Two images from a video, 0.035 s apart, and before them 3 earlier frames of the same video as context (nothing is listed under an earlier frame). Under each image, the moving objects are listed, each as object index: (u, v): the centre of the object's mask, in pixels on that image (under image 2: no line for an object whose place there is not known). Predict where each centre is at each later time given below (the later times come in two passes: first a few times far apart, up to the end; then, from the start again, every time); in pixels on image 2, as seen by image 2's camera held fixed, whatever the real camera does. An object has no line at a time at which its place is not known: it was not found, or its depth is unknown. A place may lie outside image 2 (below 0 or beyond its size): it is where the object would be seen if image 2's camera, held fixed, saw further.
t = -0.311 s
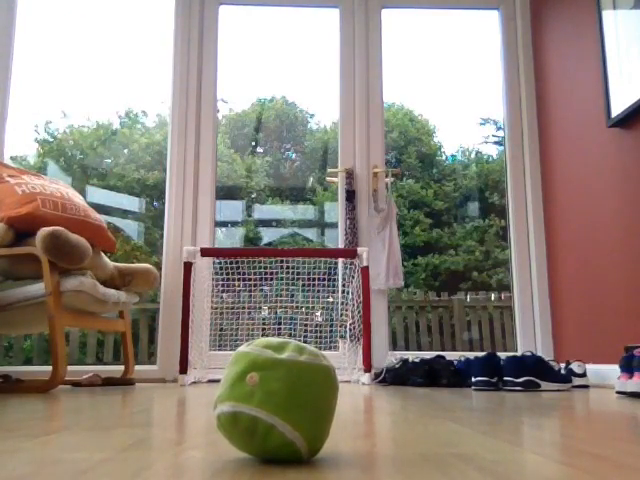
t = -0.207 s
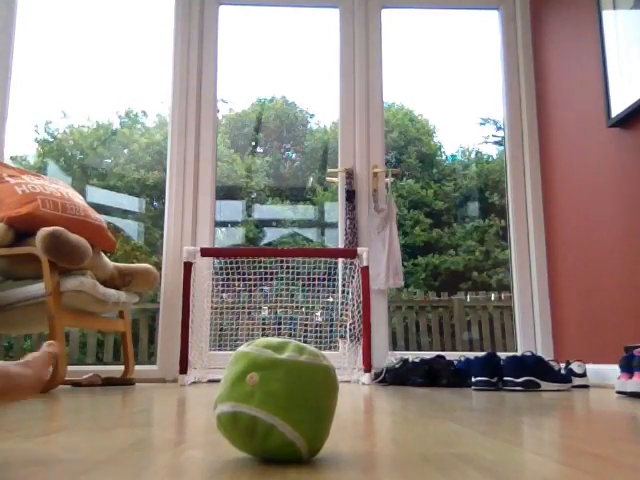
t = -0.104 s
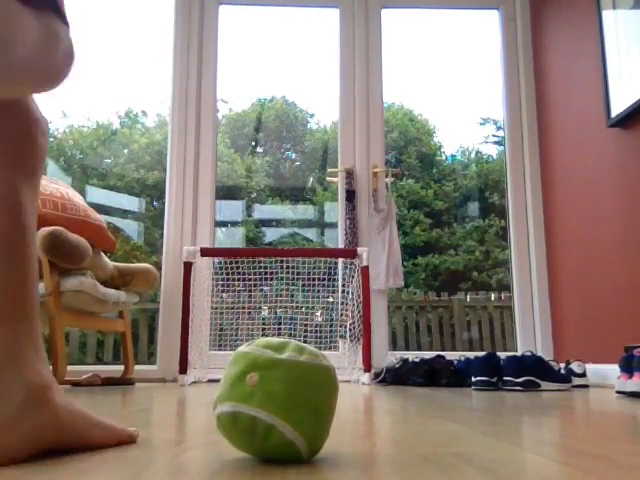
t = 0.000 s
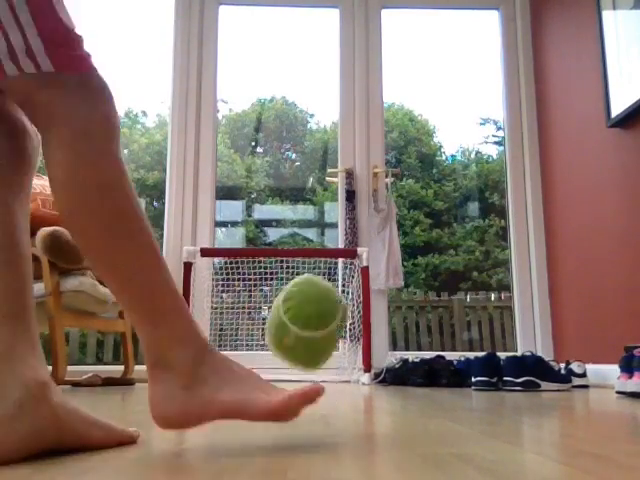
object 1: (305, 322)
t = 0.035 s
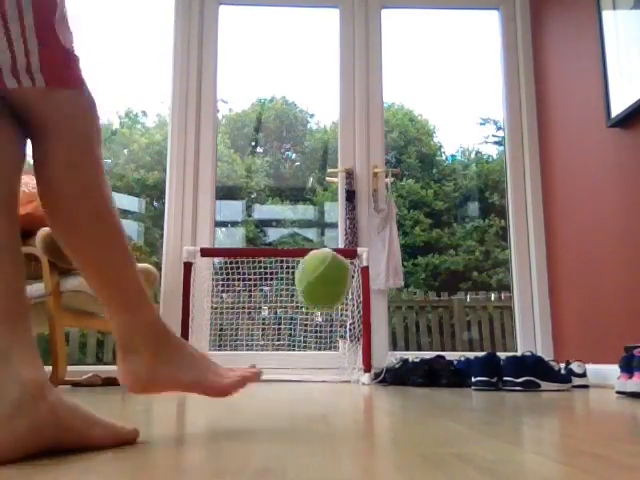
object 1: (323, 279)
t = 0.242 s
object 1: (357, 247)
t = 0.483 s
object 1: (433, 366)
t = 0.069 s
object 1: (331, 261)
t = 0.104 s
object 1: (335, 253)
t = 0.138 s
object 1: (338, 249)
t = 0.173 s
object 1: (342, 248)
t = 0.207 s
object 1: (350, 246)
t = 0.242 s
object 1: (357, 247)
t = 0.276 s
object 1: (364, 251)
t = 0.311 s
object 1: (373, 258)
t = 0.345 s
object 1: (390, 279)
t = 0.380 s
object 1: (401, 296)
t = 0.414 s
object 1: (411, 315)
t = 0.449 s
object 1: (421, 338)
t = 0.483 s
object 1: (433, 366)
